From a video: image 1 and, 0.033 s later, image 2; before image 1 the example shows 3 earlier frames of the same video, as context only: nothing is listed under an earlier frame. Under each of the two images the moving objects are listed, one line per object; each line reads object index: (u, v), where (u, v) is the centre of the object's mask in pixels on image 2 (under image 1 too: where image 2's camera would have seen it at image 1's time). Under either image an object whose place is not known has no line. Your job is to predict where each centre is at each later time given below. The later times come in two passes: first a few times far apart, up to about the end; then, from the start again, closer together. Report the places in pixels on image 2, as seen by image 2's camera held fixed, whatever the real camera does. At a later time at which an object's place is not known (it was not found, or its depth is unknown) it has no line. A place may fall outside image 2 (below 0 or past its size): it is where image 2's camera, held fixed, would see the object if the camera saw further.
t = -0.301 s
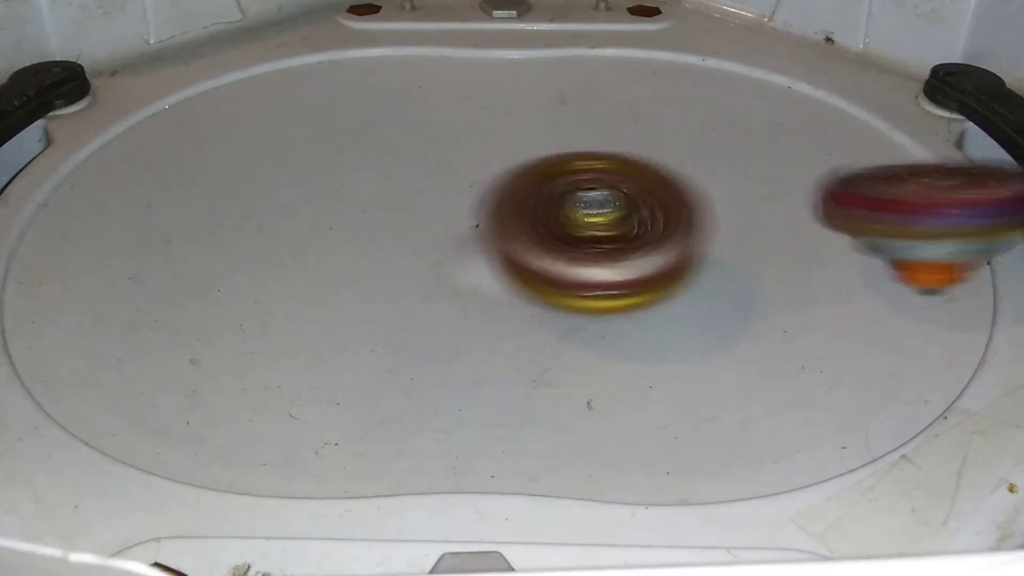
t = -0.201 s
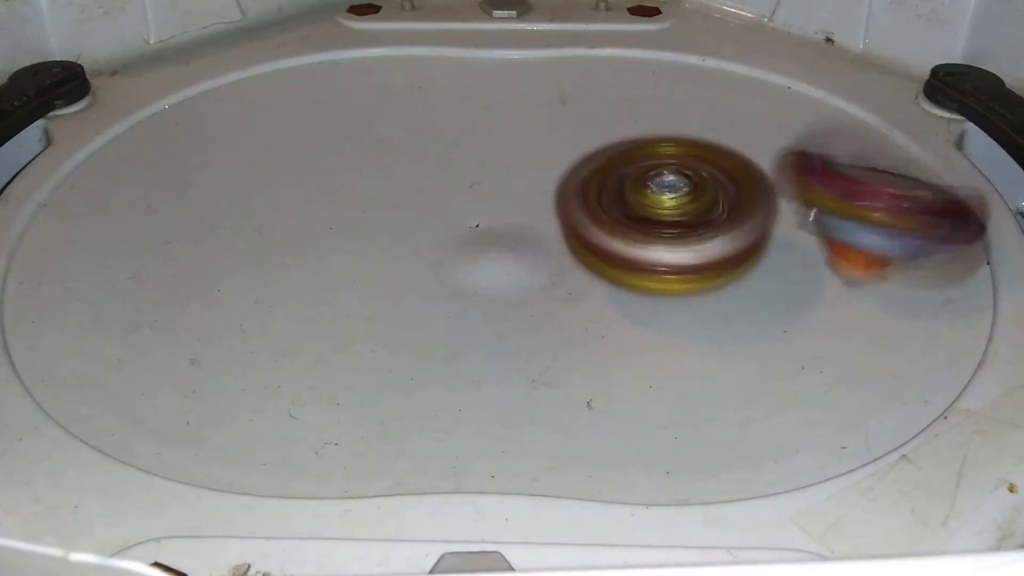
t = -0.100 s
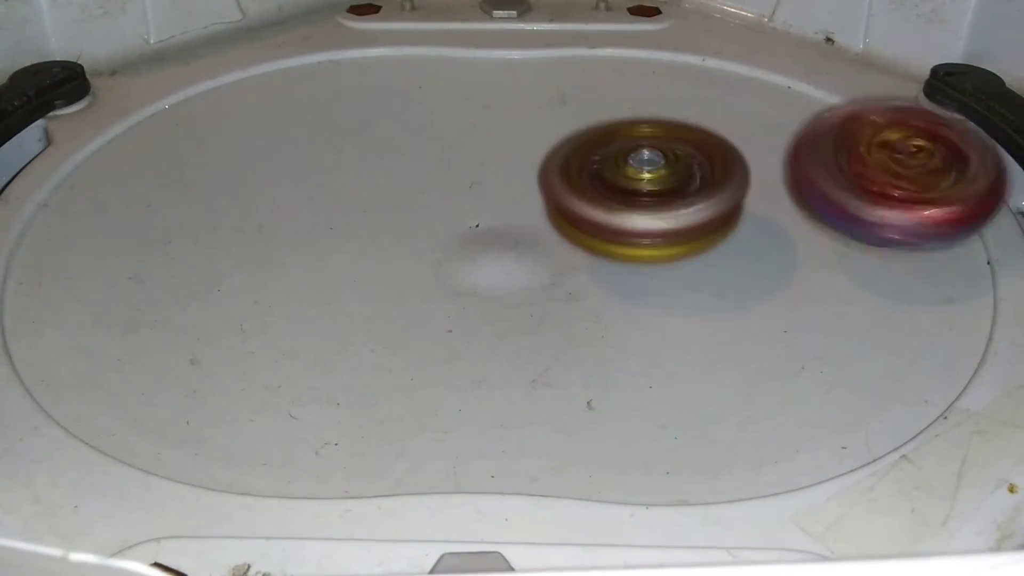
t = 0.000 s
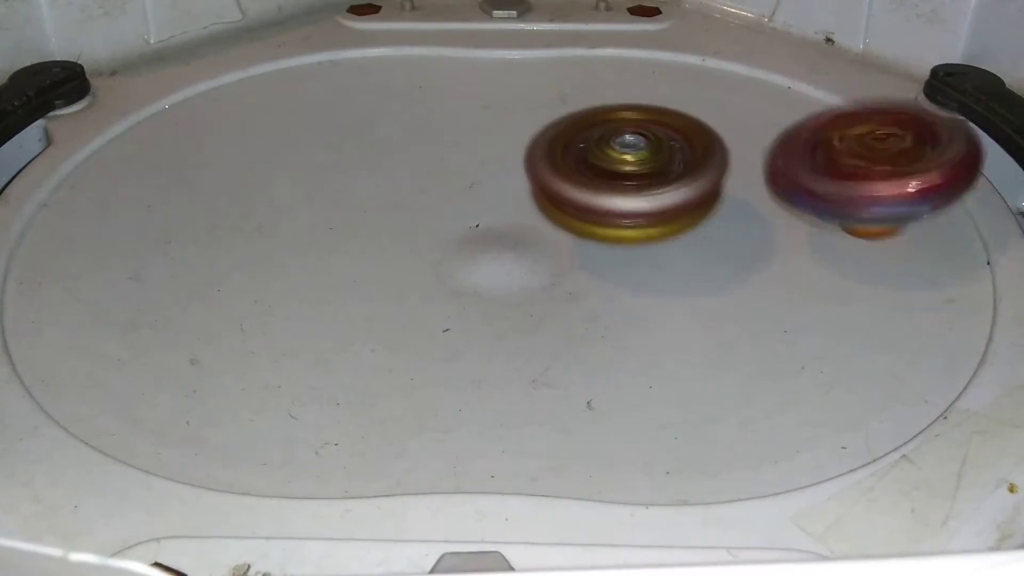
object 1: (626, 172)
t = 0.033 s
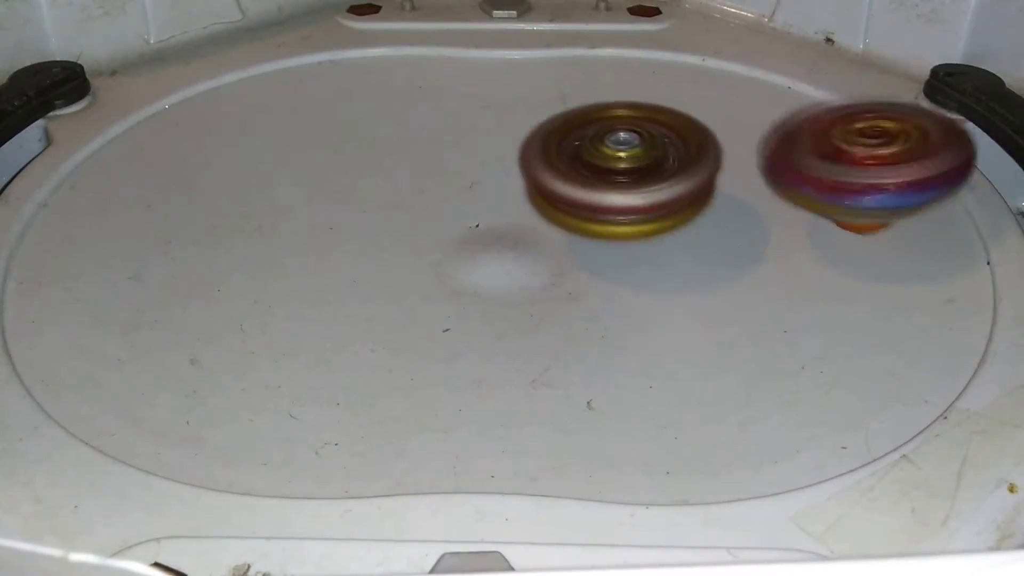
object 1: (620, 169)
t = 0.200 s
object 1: (594, 163)
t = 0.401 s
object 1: (559, 169)
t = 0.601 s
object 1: (558, 195)
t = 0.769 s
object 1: (557, 208)
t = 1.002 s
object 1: (552, 216)
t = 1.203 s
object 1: (498, 248)
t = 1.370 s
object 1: (489, 260)
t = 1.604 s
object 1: (484, 248)
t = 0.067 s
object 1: (615, 167)
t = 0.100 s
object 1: (610, 165)
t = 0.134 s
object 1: (605, 164)
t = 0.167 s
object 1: (600, 163)
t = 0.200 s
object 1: (594, 163)
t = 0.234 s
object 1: (589, 163)
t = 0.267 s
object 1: (583, 163)
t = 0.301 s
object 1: (577, 164)
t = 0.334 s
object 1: (571, 165)
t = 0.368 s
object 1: (564, 167)
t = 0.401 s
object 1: (559, 169)
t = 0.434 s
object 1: (552, 171)
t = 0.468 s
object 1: (545, 173)
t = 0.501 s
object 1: (543, 176)
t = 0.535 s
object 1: (545, 180)
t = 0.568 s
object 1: (551, 187)
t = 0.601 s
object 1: (558, 195)
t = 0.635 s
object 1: (560, 200)
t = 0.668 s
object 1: (560, 203)
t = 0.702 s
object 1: (559, 204)
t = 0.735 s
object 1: (558, 206)
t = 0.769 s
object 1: (557, 208)
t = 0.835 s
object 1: (552, 213)
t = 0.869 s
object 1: (549, 216)
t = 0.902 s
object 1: (548, 218)
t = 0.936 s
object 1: (550, 218)
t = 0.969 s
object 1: (551, 217)
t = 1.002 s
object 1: (552, 216)
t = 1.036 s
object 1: (553, 215)
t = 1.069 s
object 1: (551, 215)
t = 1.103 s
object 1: (532, 226)
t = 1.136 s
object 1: (513, 235)
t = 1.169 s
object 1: (504, 242)
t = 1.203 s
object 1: (498, 248)
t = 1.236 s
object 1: (494, 253)
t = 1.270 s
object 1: (491, 256)
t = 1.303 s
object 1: (490, 258)
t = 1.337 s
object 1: (489, 259)
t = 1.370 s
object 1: (489, 260)
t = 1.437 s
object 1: (491, 260)
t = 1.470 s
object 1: (491, 259)
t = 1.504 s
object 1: (490, 257)
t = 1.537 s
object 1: (489, 255)
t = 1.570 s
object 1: (486, 252)
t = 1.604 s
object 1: (484, 248)
